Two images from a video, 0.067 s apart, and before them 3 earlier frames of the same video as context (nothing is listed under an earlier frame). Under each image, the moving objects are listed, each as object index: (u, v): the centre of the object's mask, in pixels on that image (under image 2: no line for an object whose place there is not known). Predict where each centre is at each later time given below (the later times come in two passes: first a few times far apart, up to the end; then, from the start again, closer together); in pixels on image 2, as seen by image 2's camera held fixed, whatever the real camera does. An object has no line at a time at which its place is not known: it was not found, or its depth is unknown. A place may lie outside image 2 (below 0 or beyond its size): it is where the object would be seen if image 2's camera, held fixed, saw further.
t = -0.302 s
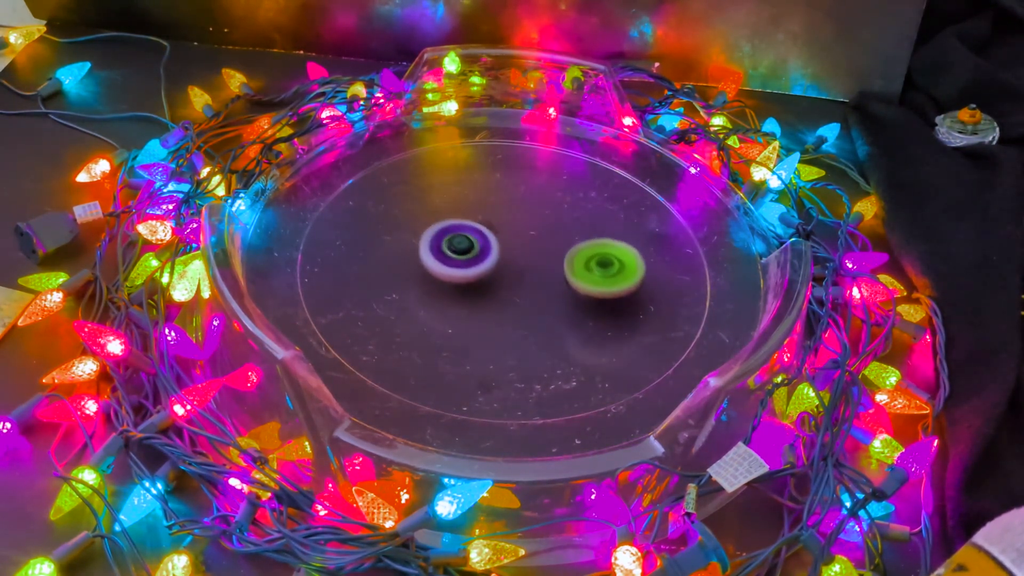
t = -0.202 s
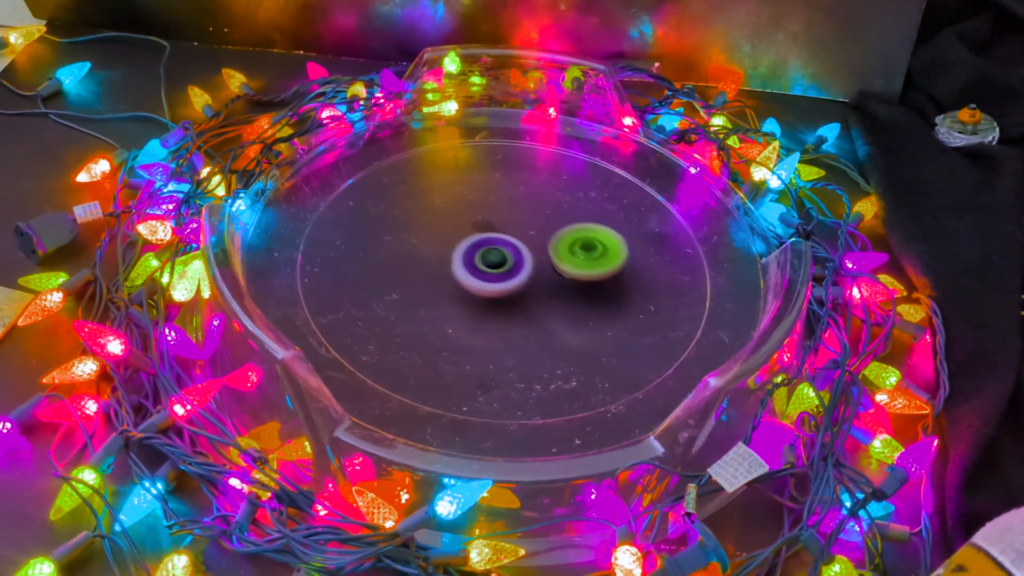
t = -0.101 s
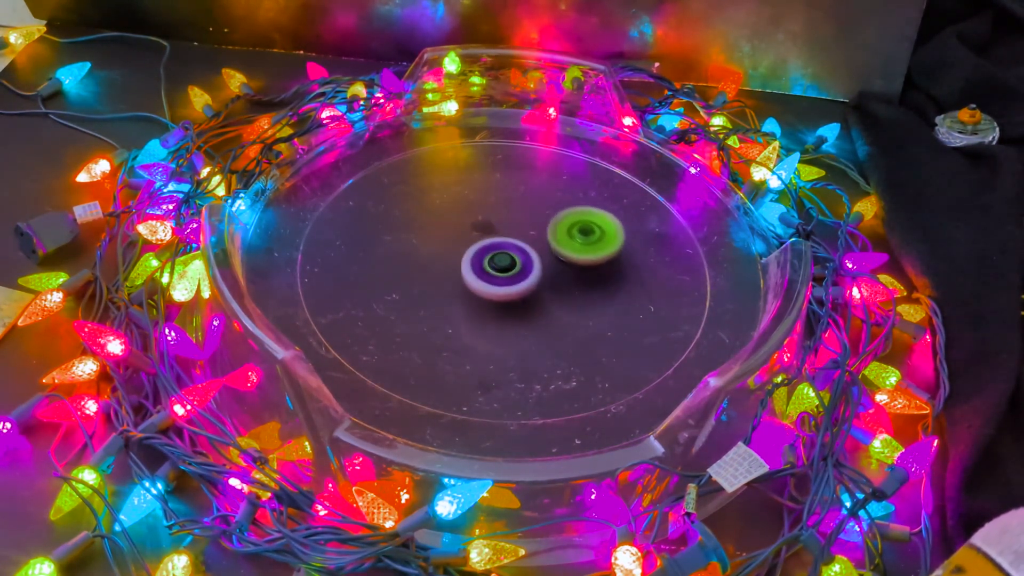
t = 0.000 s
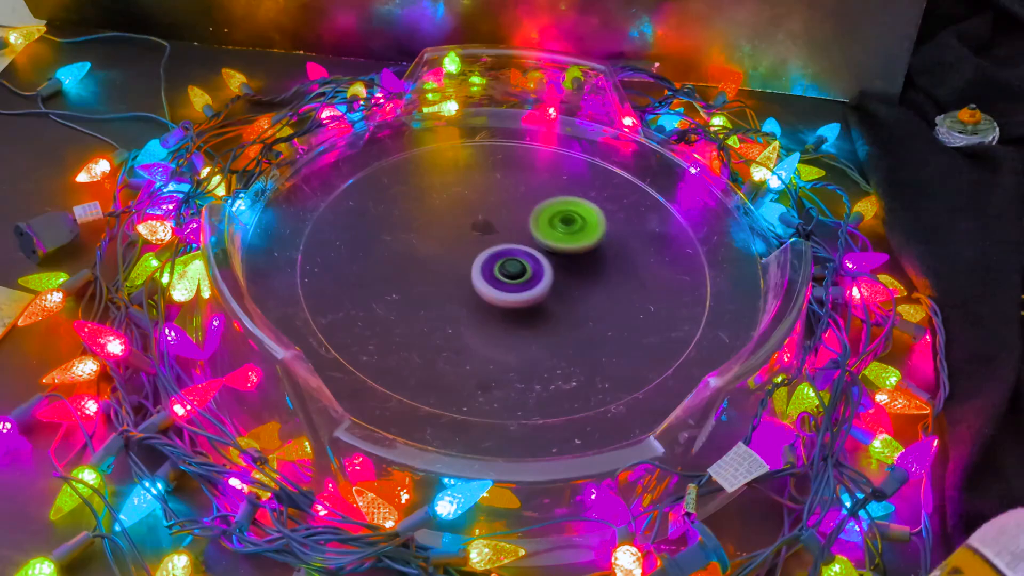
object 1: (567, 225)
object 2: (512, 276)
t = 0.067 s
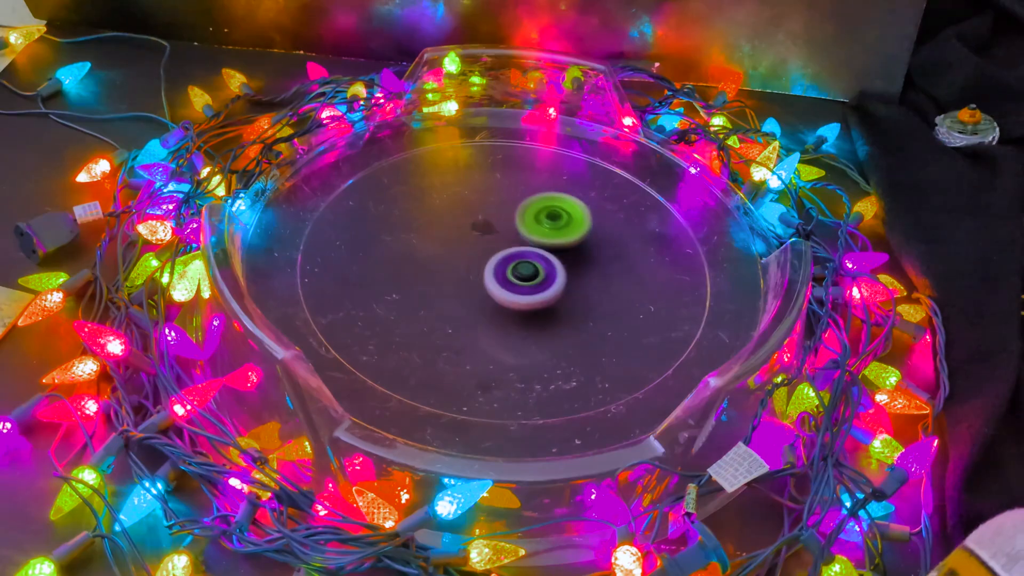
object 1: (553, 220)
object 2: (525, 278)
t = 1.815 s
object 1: (538, 338)
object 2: (484, 224)
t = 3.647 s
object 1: (450, 255)
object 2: (533, 263)
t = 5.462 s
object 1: (551, 252)
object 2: (438, 270)
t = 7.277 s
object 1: (464, 242)
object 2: (557, 297)
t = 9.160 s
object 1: (545, 311)
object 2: (495, 219)
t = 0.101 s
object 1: (546, 219)
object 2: (531, 278)
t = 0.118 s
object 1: (543, 218)
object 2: (533, 278)
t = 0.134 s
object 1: (540, 215)
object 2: (535, 280)
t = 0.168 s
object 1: (534, 210)
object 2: (539, 285)
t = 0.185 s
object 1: (530, 209)
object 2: (541, 287)
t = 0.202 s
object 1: (526, 208)
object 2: (545, 287)
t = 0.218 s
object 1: (523, 208)
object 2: (548, 288)
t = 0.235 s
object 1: (519, 207)
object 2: (551, 288)
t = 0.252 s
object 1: (516, 207)
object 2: (554, 288)
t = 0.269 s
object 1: (512, 207)
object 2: (557, 287)
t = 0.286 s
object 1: (508, 207)
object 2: (559, 287)
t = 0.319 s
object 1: (502, 208)
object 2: (563, 286)
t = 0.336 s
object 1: (498, 208)
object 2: (565, 285)
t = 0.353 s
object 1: (495, 209)
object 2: (567, 285)
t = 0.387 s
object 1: (489, 211)
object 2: (569, 283)
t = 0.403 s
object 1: (486, 212)
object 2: (570, 282)
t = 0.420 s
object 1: (483, 213)
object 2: (570, 281)
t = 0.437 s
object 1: (481, 215)
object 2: (570, 280)
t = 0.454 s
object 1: (479, 216)
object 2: (570, 279)
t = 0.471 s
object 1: (476, 218)
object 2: (570, 278)
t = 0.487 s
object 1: (474, 219)
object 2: (570, 277)
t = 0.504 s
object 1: (472, 221)
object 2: (569, 276)
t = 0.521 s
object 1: (470, 223)
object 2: (568, 275)
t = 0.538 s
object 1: (469, 225)
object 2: (568, 274)
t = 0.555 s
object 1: (467, 227)
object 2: (566, 273)
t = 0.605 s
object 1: (464, 234)
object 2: (561, 270)
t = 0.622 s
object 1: (463, 236)
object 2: (559, 269)
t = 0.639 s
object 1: (463, 238)
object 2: (557, 268)
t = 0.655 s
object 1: (462, 240)
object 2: (555, 267)
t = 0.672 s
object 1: (462, 243)
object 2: (552, 267)
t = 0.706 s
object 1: (462, 248)
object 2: (547, 266)
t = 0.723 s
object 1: (463, 250)
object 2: (544, 266)
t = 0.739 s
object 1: (461, 252)
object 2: (544, 266)
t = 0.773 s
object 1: (450, 253)
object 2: (551, 268)
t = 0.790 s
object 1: (447, 254)
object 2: (553, 269)
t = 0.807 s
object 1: (446, 256)
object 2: (554, 269)
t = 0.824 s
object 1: (445, 258)
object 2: (555, 269)
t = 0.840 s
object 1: (444, 260)
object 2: (555, 269)
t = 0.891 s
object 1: (444, 267)
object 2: (553, 267)
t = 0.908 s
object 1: (445, 270)
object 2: (552, 267)
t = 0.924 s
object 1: (446, 272)
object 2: (551, 266)
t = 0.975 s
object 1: (449, 278)
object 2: (547, 265)
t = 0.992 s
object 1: (450, 280)
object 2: (545, 265)
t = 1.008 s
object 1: (452, 282)
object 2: (543, 265)
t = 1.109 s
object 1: (463, 291)
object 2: (532, 264)
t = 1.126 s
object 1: (464, 292)
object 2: (531, 264)
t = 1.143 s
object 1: (457, 296)
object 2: (537, 261)
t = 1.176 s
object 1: (447, 303)
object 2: (548, 255)
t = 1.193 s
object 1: (445, 305)
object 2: (552, 253)
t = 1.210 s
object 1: (444, 308)
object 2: (554, 251)
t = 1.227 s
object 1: (445, 310)
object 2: (555, 249)
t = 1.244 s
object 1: (447, 312)
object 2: (555, 247)
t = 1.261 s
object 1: (449, 314)
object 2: (554, 245)
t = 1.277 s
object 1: (451, 316)
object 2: (552, 244)
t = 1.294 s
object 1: (454, 317)
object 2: (550, 242)
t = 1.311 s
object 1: (456, 319)
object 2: (548, 241)
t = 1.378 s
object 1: (466, 324)
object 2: (537, 238)
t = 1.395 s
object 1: (469, 325)
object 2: (534, 237)
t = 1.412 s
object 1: (472, 325)
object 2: (531, 237)
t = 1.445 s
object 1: (477, 326)
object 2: (524, 238)
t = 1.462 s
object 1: (480, 326)
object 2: (521, 238)
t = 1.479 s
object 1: (482, 326)
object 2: (518, 239)
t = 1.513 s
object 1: (487, 326)
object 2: (512, 241)
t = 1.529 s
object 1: (490, 326)
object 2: (509, 242)
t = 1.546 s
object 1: (493, 325)
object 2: (507, 244)
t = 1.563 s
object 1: (496, 324)
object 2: (504, 245)
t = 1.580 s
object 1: (498, 323)
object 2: (502, 247)
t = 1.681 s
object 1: (512, 315)
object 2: (494, 258)
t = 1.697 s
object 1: (514, 313)
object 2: (494, 260)
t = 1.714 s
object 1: (517, 317)
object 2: (493, 257)
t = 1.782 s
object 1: (531, 336)
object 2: (488, 231)
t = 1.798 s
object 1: (535, 338)
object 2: (487, 227)
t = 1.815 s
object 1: (538, 338)
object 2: (484, 224)
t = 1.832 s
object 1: (542, 337)
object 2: (482, 222)
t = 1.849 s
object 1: (546, 336)
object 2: (480, 220)
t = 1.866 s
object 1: (549, 335)
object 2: (477, 219)
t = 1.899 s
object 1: (556, 332)
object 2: (470, 219)
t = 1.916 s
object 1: (559, 331)
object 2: (467, 219)
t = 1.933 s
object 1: (561, 329)
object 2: (464, 219)
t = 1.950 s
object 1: (564, 328)
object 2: (460, 221)
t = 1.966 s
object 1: (566, 326)
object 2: (457, 222)
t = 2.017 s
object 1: (571, 319)
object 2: (450, 226)
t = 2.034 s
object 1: (573, 317)
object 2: (448, 228)
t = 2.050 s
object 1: (574, 315)
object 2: (446, 230)
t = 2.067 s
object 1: (575, 313)
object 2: (445, 232)
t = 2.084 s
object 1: (575, 310)
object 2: (444, 235)
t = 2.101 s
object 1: (576, 308)
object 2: (444, 238)
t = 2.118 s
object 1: (576, 305)
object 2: (444, 240)
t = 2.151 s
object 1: (575, 300)
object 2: (446, 246)
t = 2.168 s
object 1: (575, 297)
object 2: (447, 249)
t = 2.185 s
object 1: (574, 294)
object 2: (449, 252)
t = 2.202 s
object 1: (573, 291)
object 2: (451, 255)
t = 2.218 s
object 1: (572, 288)
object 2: (454, 257)
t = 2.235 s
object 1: (570, 286)
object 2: (457, 260)
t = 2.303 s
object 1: (563, 275)
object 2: (471, 268)
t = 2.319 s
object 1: (560, 272)
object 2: (475, 270)
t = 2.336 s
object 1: (561, 269)
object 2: (476, 271)
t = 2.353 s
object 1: (567, 267)
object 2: (472, 271)
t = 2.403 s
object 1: (574, 259)
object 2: (470, 273)
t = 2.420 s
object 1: (574, 257)
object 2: (471, 274)
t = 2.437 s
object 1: (573, 255)
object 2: (473, 275)
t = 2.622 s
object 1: (550, 230)
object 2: (508, 280)
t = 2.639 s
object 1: (548, 228)
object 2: (510, 281)
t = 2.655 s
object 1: (552, 220)
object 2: (507, 285)
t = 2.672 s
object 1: (555, 211)
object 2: (503, 292)
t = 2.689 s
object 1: (558, 203)
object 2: (499, 296)
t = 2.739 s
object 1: (559, 188)
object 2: (496, 305)
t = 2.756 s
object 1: (557, 185)
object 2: (497, 307)
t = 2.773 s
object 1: (554, 182)
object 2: (500, 309)
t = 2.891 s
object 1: (526, 162)
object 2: (521, 315)
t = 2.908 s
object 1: (522, 160)
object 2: (525, 315)
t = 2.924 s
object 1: (518, 158)
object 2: (528, 314)
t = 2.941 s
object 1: (513, 157)
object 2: (531, 314)
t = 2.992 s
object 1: (501, 156)
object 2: (540, 311)
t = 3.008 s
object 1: (497, 156)
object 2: (542, 310)
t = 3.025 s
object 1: (493, 156)
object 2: (545, 308)
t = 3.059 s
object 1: (486, 158)
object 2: (549, 304)
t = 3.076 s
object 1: (483, 159)
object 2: (550, 302)
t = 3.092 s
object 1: (479, 161)
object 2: (552, 300)
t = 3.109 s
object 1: (477, 163)
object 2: (552, 298)
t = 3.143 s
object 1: (472, 168)
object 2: (553, 293)
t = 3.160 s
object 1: (469, 171)
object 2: (553, 291)
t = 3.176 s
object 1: (467, 173)
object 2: (553, 288)
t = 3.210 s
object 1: (463, 179)
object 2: (551, 284)
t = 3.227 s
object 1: (461, 182)
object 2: (550, 281)
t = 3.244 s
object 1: (461, 185)
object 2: (549, 279)
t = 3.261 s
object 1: (460, 188)
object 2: (547, 276)
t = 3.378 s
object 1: (459, 214)
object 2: (530, 262)
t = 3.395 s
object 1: (460, 219)
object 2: (527, 260)
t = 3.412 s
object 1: (459, 221)
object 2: (527, 260)
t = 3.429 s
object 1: (454, 221)
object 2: (530, 262)
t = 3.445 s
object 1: (451, 221)
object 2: (532, 263)
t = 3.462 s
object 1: (449, 222)
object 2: (533, 265)
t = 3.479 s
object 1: (447, 224)
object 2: (533, 266)
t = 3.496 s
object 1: (447, 227)
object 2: (533, 266)
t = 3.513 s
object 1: (447, 230)
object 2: (533, 266)
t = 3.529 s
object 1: (447, 233)
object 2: (533, 267)
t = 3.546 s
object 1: (448, 237)
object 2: (533, 266)
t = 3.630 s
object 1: (450, 252)
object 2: (532, 263)
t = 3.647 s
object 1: (450, 255)
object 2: (533, 263)
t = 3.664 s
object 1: (451, 258)
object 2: (534, 263)
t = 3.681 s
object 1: (452, 261)
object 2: (535, 262)
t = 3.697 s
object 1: (453, 264)
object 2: (535, 261)
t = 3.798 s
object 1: (464, 280)
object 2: (535, 257)
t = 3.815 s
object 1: (466, 283)
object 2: (534, 257)
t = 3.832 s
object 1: (468, 285)
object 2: (533, 256)
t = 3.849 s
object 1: (470, 287)
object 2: (533, 255)
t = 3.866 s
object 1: (473, 289)
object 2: (532, 255)
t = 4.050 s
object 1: (498, 308)
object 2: (520, 254)
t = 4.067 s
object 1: (500, 309)
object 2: (519, 254)
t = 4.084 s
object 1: (503, 310)
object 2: (518, 254)
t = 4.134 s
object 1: (510, 313)
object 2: (515, 255)
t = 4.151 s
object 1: (512, 313)
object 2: (514, 255)
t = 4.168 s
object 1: (515, 314)
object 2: (513, 256)
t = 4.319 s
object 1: (535, 316)
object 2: (510, 261)
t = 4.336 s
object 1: (537, 316)
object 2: (510, 262)
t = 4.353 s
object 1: (540, 315)
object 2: (510, 262)
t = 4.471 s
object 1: (554, 311)
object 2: (511, 264)
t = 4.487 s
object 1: (555, 310)
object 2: (510, 264)
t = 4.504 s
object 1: (557, 309)
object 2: (510, 264)
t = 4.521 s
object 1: (559, 309)
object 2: (509, 263)
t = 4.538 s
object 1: (564, 311)
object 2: (507, 259)
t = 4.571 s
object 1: (569, 312)
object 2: (502, 252)
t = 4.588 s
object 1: (572, 312)
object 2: (500, 250)
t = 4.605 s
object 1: (574, 311)
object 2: (498, 249)
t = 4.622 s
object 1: (576, 310)
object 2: (497, 248)
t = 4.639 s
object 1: (577, 309)
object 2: (494, 247)
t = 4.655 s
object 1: (579, 308)
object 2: (493, 246)
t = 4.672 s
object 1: (580, 306)
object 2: (491, 246)
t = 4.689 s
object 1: (581, 305)
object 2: (489, 245)
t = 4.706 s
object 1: (582, 303)
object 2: (487, 245)
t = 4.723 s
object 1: (582, 302)
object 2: (485, 244)
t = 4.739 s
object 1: (582, 300)
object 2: (483, 244)
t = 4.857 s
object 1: (574, 287)
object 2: (473, 246)
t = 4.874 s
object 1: (572, 285)
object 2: (472, 246)
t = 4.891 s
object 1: (569, 284)
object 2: (471, 247)
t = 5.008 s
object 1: (549, 273)
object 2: (469, 253)
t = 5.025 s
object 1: (547, 272)
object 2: (469, 254)
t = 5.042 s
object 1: (549, 272)
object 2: (465, 253)
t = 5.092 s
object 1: (549, 271)
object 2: (459, 252)
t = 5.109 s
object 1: (547, 271)
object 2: (458, 253)
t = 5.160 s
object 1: (541, 267)
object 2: (458, 255)
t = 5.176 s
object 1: (539, 266)
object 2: (458, 257)
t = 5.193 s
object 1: (543, 266)
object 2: (454, 256)
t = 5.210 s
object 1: (548, 267)
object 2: (447, 256)
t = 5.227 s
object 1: (552, 267)
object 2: (443, 255)
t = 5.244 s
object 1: (554, 266)
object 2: (440, 255)
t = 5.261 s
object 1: (556, 266)
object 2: (438, 256)
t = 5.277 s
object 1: (556, 265)
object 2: (437, 257)
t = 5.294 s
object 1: (557, 264)
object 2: (435, 258)
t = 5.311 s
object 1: (557, 263)
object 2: (434, 259)
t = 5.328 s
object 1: (557, 262)
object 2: (433, 260)
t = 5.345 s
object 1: (557, 260)
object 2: (433, 261)
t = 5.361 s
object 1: (557, 259)
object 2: (433, 262)
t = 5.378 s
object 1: (557, 258)
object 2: (433, 264)
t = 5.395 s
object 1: (556, 257)
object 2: (433, 265)
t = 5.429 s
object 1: (554, 254)
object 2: (435, 267)
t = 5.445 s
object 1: (553, 253)
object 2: (436, 269)
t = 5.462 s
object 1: (551, 252)
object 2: (438, 270)
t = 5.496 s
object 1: (548, 251)
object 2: (442, 272)
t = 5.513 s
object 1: (546, 250)
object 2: (445, 273)
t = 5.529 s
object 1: (544, 250)
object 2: (447, 274)
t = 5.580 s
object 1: (537, 248)
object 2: (457, 276)
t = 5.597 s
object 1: (535, 248)
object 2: (460, 276)
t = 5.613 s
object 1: (535, 248)
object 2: (461, 276)
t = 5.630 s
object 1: (544, 244)
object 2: (454, 278)
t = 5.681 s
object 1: (562, 236)
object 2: (440, 284)
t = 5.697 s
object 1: (564, 234)
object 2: (439, 286)
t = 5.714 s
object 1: (566, 233)
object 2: (440, 286)
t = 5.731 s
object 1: (567, 231)
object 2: (441, 287)
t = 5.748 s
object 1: (567, 229)
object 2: (442, 289)
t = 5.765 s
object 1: (567, 228)
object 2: (444, 290)
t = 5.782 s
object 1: (566, 227)
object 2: (447, 291)
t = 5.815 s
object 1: (565, 224)
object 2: (451, 293)
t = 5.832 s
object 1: (564, 222)
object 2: (454, 294)
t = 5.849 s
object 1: (564, 222)
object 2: (457, 294)
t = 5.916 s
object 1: (558, 219)
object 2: (470, 295)
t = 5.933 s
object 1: (557, 218)
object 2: (474, 295)
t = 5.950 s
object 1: (555, 218)
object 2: (477, 294)
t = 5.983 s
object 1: (551, 218)
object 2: (484, 292)
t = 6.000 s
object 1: (549, 218)
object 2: (488, 291)
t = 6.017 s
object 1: (547, 219)
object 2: (491, 290)
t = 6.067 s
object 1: (542, 221)
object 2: (501, 286)
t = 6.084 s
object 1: (539, 222)
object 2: (504, 284)
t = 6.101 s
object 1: (537, 224)
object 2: (507, 282)
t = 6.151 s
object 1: (536, 224)
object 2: (510, 282)
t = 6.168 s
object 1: (535, 224)
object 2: (511, 281)
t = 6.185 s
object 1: (535, 223)
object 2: (510, 284)
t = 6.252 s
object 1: (541, 204)
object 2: (497, 305)
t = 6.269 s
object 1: (541, 203)
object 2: (496, 307)
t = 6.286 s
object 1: (540, 202)
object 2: (496, 310)
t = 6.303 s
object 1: (539, 201)
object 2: (497, 311)
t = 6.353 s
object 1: (534, 199)
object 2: (501, 314)
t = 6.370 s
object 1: (532, 199)
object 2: (504, 315)
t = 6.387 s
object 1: (530, 199)
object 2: (506, 315)
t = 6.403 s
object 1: (528, 198)
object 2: (508, 315)
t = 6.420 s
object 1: (526, 198)
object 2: (510, 315)
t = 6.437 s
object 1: (524, 199)
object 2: (513, 316)
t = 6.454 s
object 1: (522, 199)
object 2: (515, 315)
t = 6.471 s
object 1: (520, 200)
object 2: (517, 315)
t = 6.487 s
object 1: (517, 201)
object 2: (520, 314)
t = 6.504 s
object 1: (516, 202)
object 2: (521, 314)
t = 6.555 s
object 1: (511, 208)
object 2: (527, 311)
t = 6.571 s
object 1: (510, 210)
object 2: (528, 311)
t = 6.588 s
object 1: (509, 212)
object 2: (530, 309)
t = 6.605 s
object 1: (508, 215)
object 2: (531, 308)
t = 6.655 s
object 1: (507, 223)
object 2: (534, 304)
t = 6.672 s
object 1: (506, 225)
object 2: (534, 303)
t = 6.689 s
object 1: (506, 228)
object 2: (535, 301)
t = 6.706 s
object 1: (506, 230)
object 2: (535, 299)
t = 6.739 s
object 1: (507, 235)
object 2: (535, 295)
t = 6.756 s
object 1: (507, 236)
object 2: (536, 294)
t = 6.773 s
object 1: (505, 233)
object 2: (538, 297)
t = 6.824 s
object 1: (502, 226)
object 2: (541, 305)
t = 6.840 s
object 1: (501, 226)
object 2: (541, 306)
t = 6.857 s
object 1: (500, 226)
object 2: (542, 306)
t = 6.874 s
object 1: (498, 227)
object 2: (542, 306)
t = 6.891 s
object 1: (497, 228)
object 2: (543, 305)
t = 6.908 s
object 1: (496, 229)
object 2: (543, 305)
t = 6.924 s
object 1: (494, 230)
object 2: (543, 304)
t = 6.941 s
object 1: (493, 232)
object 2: (543, 303)
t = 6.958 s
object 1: (492, 233)
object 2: (543, 302)
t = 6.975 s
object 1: (491, 235)
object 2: (543, 301)
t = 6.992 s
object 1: (490, 237)
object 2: (543, 300)
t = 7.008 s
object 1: (490, 238)
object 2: (543, 299)
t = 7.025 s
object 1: (489, 240)
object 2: (543, 298)
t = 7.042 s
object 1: (489, 242)
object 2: (542, 296)
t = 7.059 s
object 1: (489, 244)
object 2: (542, 295)
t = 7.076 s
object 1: (488, 244)
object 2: (542, 294)
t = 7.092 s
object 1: (483, 241)
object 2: (546, 296)
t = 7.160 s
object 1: (474, 237)
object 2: (553, 300)
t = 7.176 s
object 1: (471, 237)
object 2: (554, 300)
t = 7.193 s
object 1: (470, 238)
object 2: (555, 300)
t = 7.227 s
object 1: (467, 240)
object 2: (556, 299)
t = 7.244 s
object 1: (466, 241)
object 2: (556, 299)
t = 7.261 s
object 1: (465, 241)
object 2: (557, 298)
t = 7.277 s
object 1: (464, 242)
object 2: (557, 297)
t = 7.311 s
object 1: (463, 245)
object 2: (557, 295)
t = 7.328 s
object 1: (462, 246)
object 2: (557, 294)
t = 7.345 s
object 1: (462, 247)
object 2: (556, 293)
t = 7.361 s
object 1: (462, 248)
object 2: (556, 292)
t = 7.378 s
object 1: (462, 249)
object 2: (555, 291)
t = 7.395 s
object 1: (462, 251)
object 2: (554, 290)
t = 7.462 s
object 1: (465, 256)
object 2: (549, 284)
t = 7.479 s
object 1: (466, 257)
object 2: (547, 283)
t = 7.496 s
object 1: (467, 258)
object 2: (547, 282)
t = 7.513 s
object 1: (464, 258)
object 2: (550, 282)
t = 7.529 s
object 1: (462, 258)
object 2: (553, 282)
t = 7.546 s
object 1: (461, 258)
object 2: (554, 281)
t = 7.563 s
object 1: (460, 259)
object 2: (554, 280)
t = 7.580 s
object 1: (460, 259)
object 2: (554, 279)
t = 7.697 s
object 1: (463, 266)
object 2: (548, 270)
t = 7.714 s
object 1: (464, 266)
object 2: (547, 269)
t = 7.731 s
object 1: (463, 267)
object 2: (548, 268)
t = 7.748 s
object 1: (459, 267)
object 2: (550, 267)
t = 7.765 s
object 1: (457, 268)
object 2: (552, 265)
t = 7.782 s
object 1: (456, 268)
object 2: (552, 264)
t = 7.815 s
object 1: (455, 270)
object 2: (552, 262)
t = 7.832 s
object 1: (455, 270)
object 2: (552, 261)
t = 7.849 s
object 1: (455, 271)
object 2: (551, 260)
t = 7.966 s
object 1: (463, 276)
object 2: (541, 254)
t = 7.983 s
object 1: (465, 276)
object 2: (540, 253)
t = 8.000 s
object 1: (467, 276)
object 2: (538, 252)
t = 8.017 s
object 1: (468, 276)
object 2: (537, 251)
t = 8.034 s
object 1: (465, 278)
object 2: (541, 249)
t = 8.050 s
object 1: (461, 279)
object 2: (544, 246)
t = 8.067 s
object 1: (460, 280)
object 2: (547, 244)
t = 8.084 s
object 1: (459, 281)
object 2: (548, 242)
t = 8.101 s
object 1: (459, 282)
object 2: (548, 241)
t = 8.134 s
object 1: (459, 284)
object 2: (548, 238)
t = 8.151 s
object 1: (460, 285)
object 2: (548, 236)
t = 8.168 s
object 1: (461, 286)
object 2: (547, 235)
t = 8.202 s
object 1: (463, 287)
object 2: (545, 233)
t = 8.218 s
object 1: (464, 288)
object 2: (543, 232)
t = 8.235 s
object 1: (466, 288)
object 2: (542, 231)
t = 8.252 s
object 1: (468, 288)
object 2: (541, 230)
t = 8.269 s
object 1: (470, 289)
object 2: (539, 229)
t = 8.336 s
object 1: (478, 287)
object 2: (533, 228)
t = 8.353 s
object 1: (481, 287)
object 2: (531, 228)
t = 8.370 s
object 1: (482, 286)
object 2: (529, 229)
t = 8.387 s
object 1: (485, 285)
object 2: (527, 229)
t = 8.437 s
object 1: (491, 282)
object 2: (522, 230)
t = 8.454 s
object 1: (493, 281)
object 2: (521, 230)
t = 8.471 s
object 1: (493, 281)
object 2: (520, 230)
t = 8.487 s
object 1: (490, 285)
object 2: (521, 225)
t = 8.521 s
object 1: (487, 291)
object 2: (522, 217)
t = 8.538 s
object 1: (487, 293)
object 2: (522, 215)
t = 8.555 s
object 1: (488, 294)
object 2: (521, 213)
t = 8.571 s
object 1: (489, 295)
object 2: (521, 212)
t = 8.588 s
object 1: (490, 296)
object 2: (520, 211)
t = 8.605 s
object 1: (491, 296)
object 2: (519, 210)
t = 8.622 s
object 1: (493, 297)
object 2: (518, 210)
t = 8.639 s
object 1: (495, 297)
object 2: (516, 209)
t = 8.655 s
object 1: (496, 297)
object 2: (515, 210)
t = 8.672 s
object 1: (498, 298)
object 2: (514, 210)
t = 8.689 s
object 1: (499, 297)
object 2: (513, 210)
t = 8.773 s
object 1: (507, 296)
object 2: (508, 213)
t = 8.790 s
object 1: (509, 295)
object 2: (507, 214)
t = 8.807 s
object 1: (510, 294)
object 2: (506, 216)
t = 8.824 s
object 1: (511, 294)
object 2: (505, 217)
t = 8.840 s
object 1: (513, 293)
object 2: (504, 219)
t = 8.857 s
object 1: (514, 292)
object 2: (503, 221)
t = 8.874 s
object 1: (515, 291)
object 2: (502, 223)
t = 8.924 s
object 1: (518, 287)
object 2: (500, 229)
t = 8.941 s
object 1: (519, 286)
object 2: (500, 231)
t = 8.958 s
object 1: (519, 287)
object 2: (500, 231)
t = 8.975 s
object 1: (521, 294)
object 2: (499, 226)
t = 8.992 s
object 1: (523, 299)
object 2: (497, 221)
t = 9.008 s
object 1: (525, 303)
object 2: (498, 218)
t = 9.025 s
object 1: (527, 307)
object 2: (498, 216)
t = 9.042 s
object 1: (530, 309)
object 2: (498, 215)
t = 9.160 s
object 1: (545, 311)
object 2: (495, 219)
